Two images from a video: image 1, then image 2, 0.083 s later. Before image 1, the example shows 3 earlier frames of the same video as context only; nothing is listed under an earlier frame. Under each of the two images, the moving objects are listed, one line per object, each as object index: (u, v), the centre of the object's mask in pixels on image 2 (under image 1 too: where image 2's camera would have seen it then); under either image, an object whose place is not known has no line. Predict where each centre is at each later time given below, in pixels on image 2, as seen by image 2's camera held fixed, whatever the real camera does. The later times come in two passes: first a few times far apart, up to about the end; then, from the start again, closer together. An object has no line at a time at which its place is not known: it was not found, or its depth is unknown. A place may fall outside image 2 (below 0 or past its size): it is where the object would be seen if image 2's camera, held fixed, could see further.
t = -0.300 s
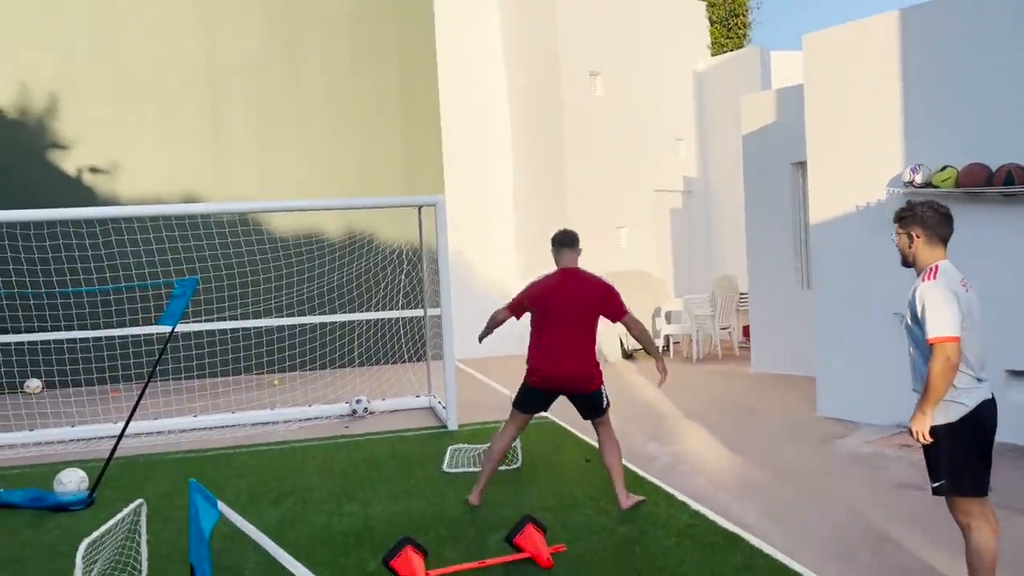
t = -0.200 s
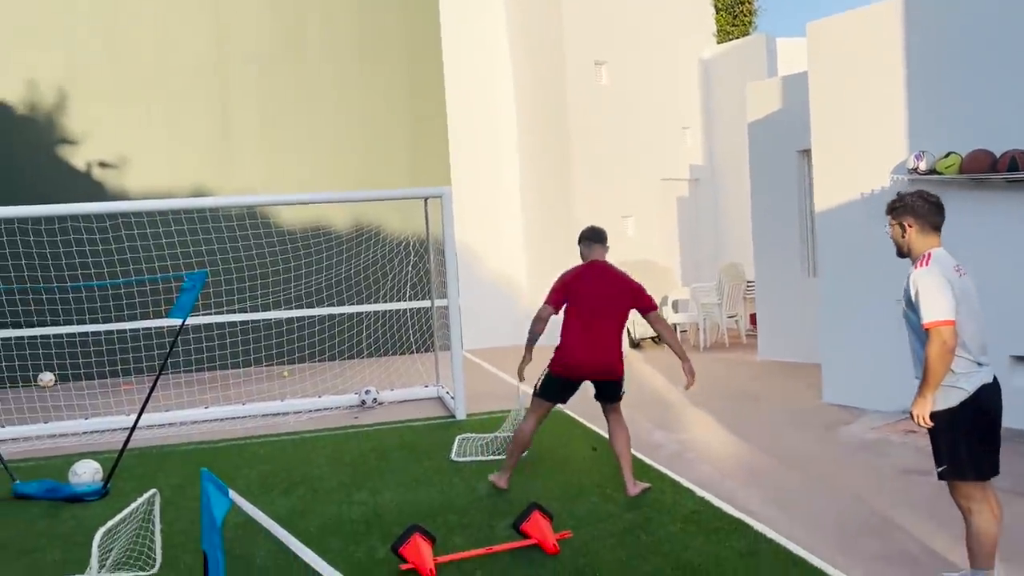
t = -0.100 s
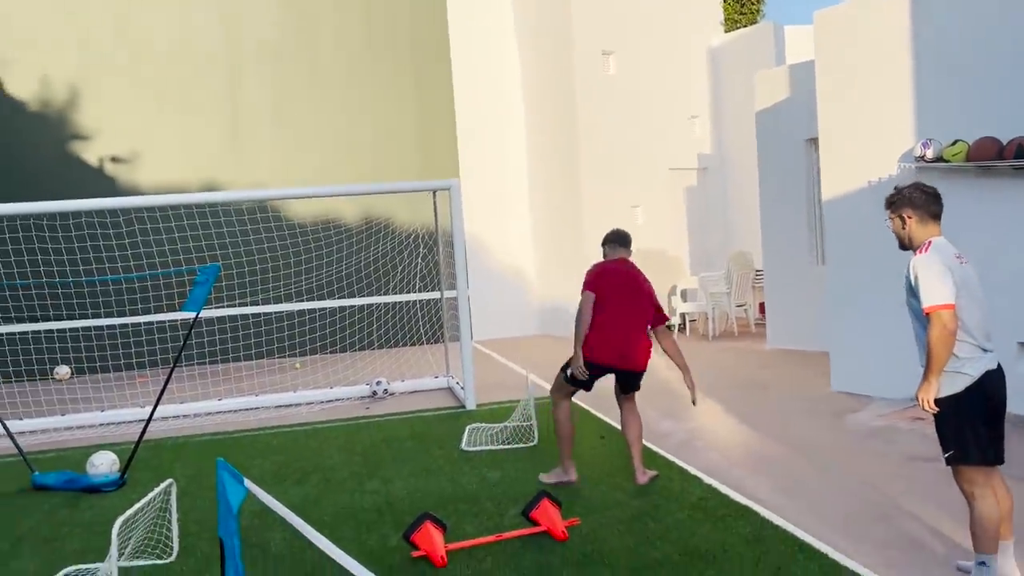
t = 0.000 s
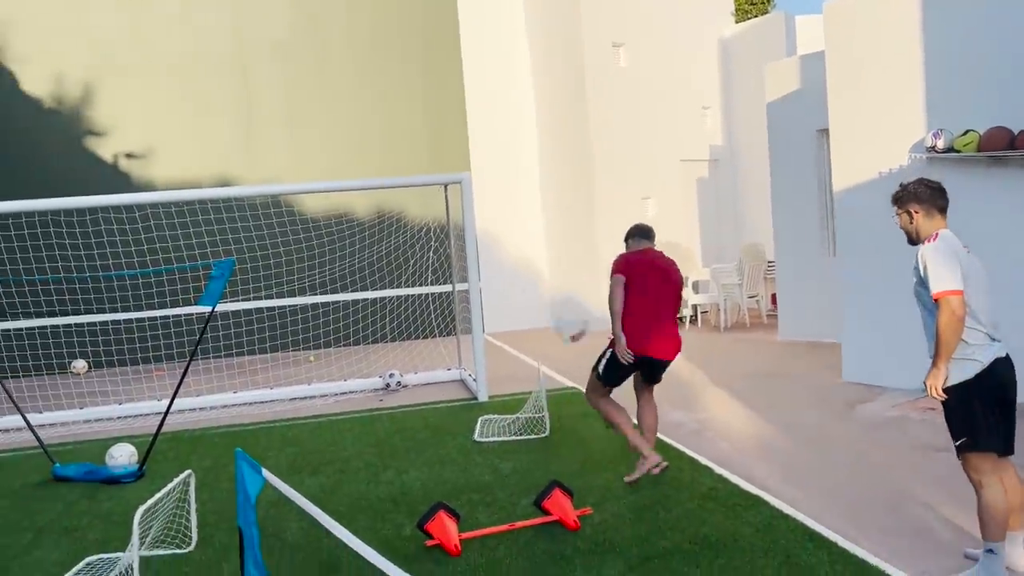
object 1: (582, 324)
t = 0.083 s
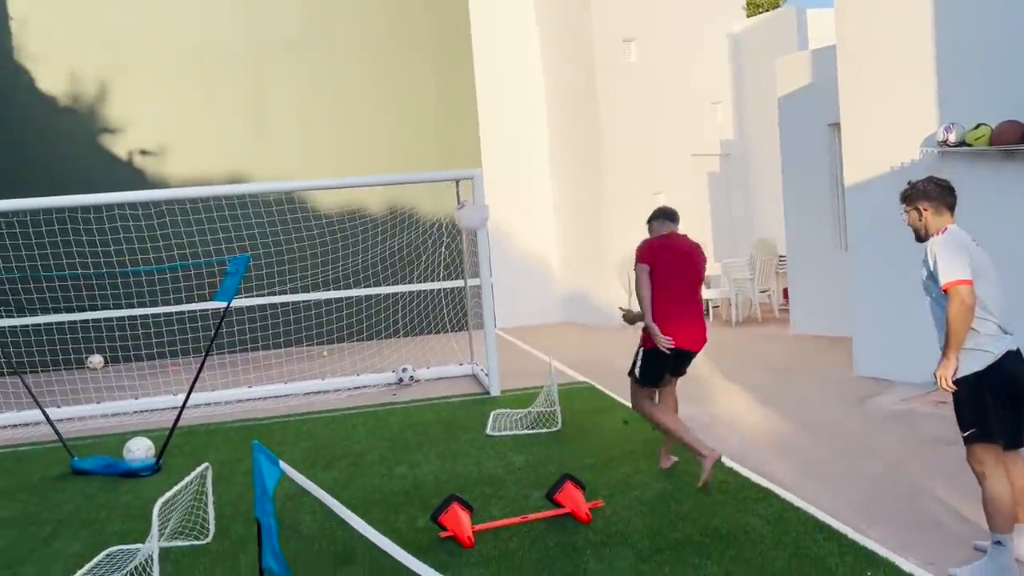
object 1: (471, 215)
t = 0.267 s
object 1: (361, 105)
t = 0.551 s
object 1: (270, 104)
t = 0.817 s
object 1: (232, 154)
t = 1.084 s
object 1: (226, 213)
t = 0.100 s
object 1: (457, 198)
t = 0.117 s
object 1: (448, 181)
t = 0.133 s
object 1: (436, 167)
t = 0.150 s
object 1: (426, 155)
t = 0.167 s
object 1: (415, 144)
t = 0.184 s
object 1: (406, 135)
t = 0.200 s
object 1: (396, 126)
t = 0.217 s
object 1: (387, 121)
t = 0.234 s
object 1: (376, 111)
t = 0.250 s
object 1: (370, 108)
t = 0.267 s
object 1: (361, 105)
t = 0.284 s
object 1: (351, 99)
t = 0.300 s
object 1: (345, 97)
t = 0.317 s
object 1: (338, 94)
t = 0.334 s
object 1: (331, 91)
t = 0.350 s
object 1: (325, 91)
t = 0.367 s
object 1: (320, 91)
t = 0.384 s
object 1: (314, 91)
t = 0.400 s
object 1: (309, 92)
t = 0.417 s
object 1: (303, 92)
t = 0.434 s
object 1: (298, 93)
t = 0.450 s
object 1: (293, 94)
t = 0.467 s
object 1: (289, 95)
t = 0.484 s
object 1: (285, 96)
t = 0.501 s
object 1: (281, 98)
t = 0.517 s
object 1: (277, 100)
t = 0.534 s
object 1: (274, 102)
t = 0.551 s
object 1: (270, 104)
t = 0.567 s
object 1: (267, 109)
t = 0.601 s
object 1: (261, 112)
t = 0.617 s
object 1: (258, 118)
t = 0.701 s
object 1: (245, 132)
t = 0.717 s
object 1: (243, 134)
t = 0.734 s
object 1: (240, 137)
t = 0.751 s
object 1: (239, 141)
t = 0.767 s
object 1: (237, 144)
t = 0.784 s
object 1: (235, 147)
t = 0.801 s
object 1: (234, 153)
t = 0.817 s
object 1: (232, 154)
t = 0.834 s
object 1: (230, 156)
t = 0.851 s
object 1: (230, 162)
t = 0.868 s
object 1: (229, 164)
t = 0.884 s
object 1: (227, 166)
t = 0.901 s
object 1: (227, 171)
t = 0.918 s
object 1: (226, 174)
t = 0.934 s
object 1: (225, 176)
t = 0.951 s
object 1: (226, 182)
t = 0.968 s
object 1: (224, 185)
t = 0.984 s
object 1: (224, 188)
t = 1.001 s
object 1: (225, 194)
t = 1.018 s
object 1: (225, 197)
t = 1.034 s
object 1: (226, 201)
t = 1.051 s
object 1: (226, 206)
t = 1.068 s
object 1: (226, 209)
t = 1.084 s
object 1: (226, 213)
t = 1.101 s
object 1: (226, 217)
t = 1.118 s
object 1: (227, 220)
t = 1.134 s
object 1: (228, 224)
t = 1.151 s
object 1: (228, 228)
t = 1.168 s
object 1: (229, 232)
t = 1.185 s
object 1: (230, 236)
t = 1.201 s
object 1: (230, 240)
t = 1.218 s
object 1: (231, 244)
